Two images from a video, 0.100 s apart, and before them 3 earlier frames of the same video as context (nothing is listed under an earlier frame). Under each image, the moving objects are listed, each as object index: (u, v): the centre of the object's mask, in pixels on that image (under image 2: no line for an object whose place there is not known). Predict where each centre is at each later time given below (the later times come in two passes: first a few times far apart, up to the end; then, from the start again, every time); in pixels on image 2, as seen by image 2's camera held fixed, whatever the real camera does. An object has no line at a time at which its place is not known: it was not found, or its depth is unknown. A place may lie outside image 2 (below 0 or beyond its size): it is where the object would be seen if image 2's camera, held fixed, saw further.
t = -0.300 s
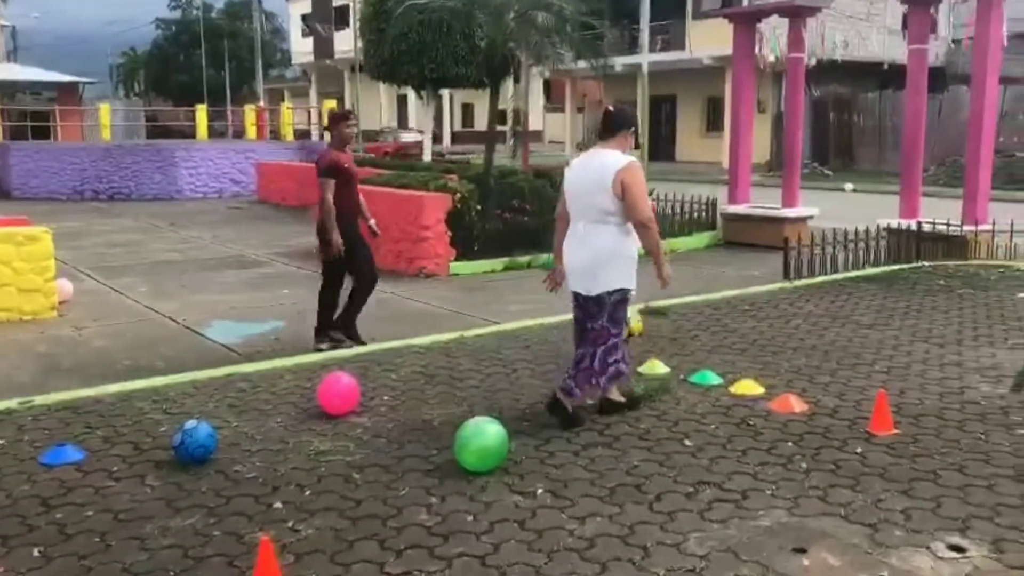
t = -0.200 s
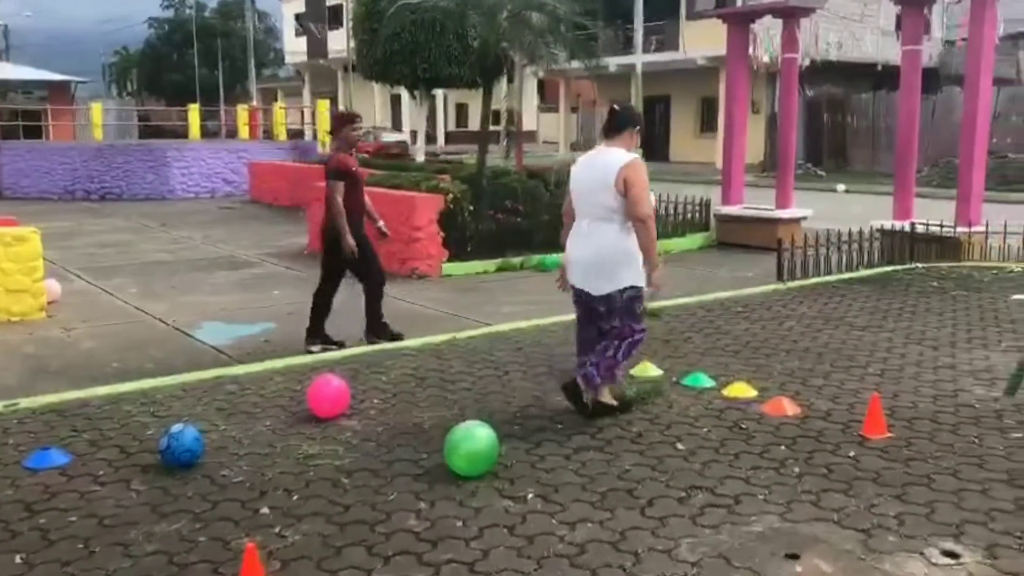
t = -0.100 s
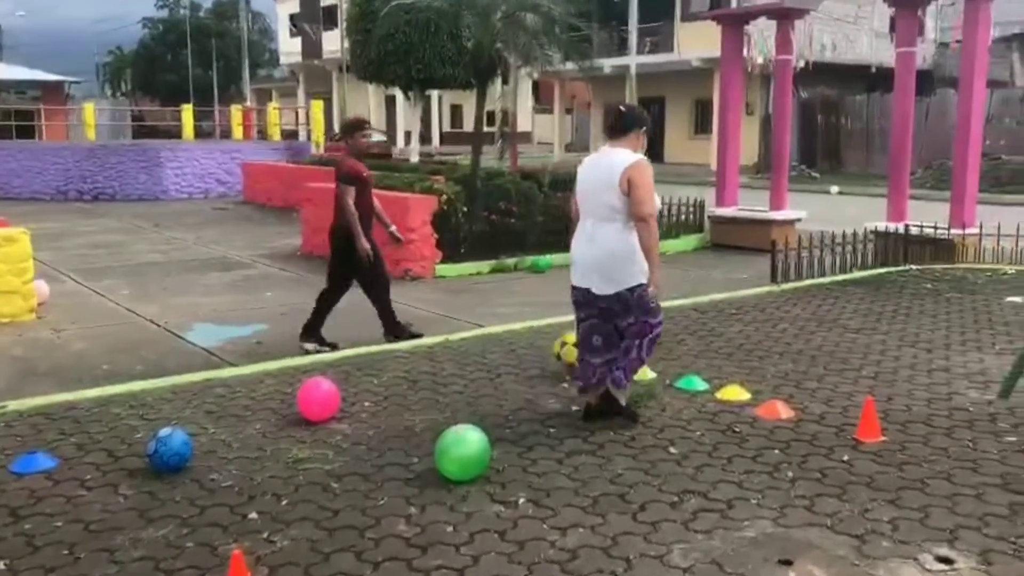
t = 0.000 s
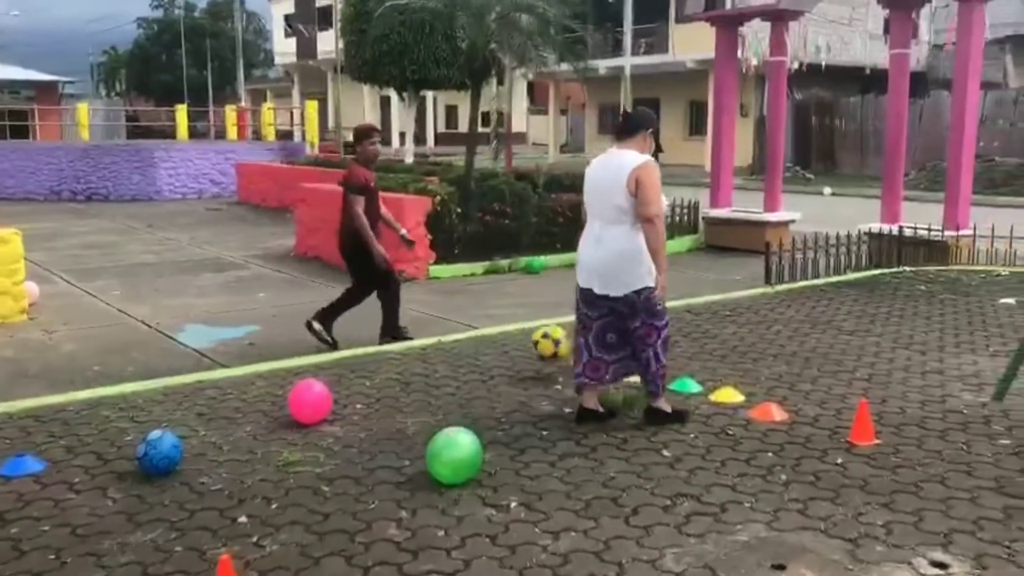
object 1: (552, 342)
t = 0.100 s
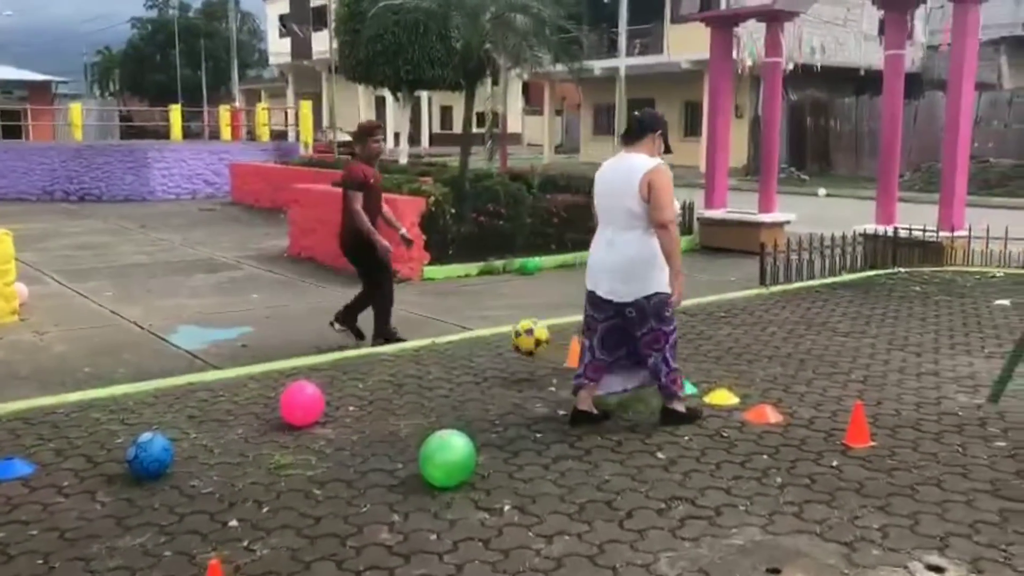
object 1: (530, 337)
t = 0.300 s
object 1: (501, 352)
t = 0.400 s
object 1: (484, 343)
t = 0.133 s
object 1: (527, 338)
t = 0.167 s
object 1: (522, 341)
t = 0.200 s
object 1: (516, 346)
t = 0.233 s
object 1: (511, 352)
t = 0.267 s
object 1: (506, 358)
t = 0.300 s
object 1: (501, 352)
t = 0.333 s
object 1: (496, 348)
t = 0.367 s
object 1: (490, 345)
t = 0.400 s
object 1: (484, 343)
